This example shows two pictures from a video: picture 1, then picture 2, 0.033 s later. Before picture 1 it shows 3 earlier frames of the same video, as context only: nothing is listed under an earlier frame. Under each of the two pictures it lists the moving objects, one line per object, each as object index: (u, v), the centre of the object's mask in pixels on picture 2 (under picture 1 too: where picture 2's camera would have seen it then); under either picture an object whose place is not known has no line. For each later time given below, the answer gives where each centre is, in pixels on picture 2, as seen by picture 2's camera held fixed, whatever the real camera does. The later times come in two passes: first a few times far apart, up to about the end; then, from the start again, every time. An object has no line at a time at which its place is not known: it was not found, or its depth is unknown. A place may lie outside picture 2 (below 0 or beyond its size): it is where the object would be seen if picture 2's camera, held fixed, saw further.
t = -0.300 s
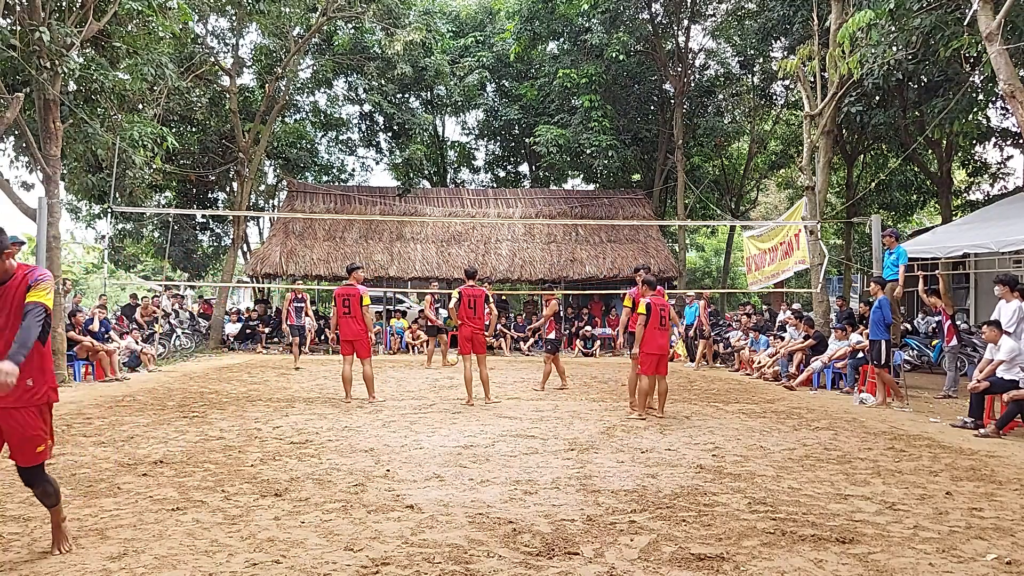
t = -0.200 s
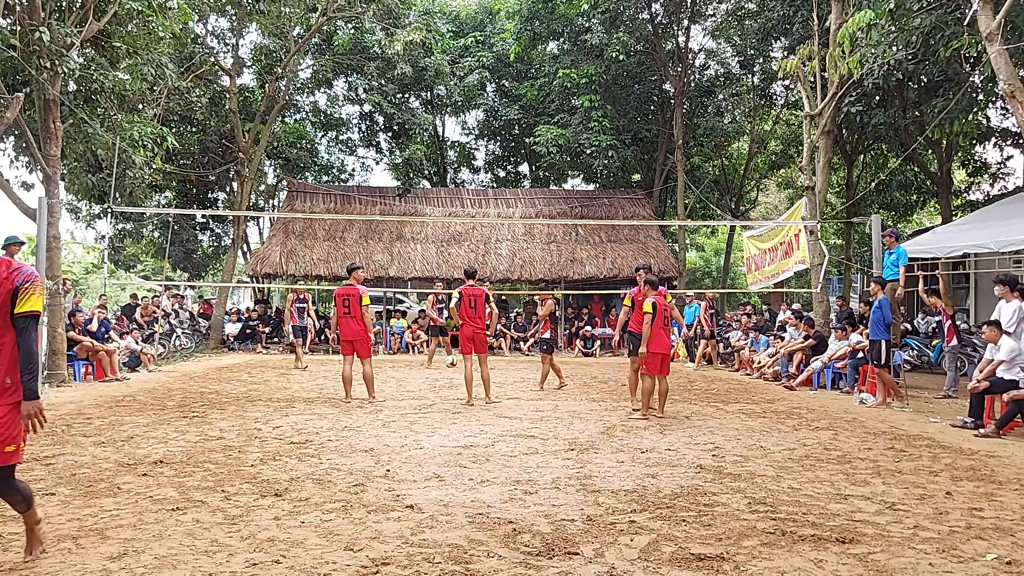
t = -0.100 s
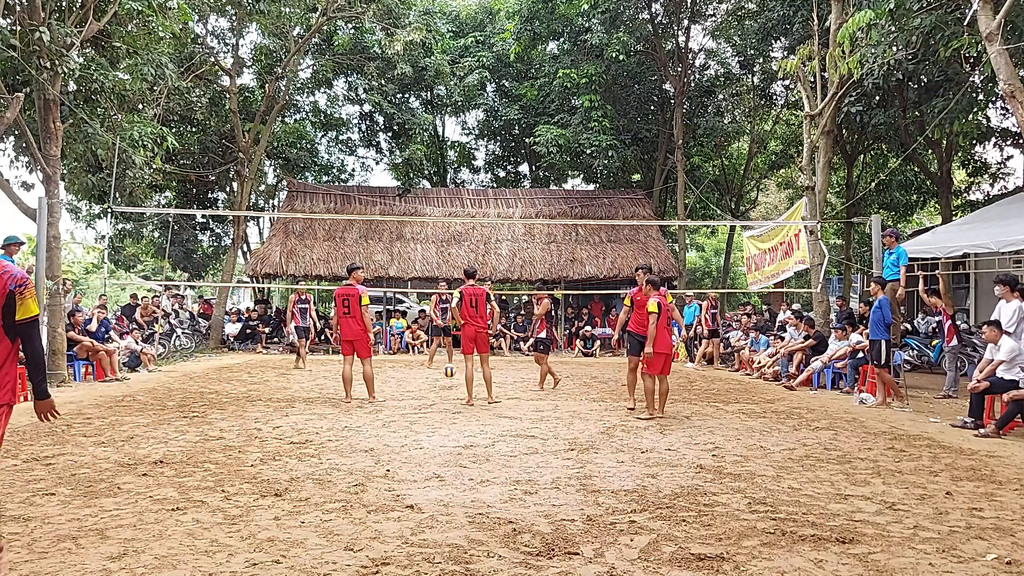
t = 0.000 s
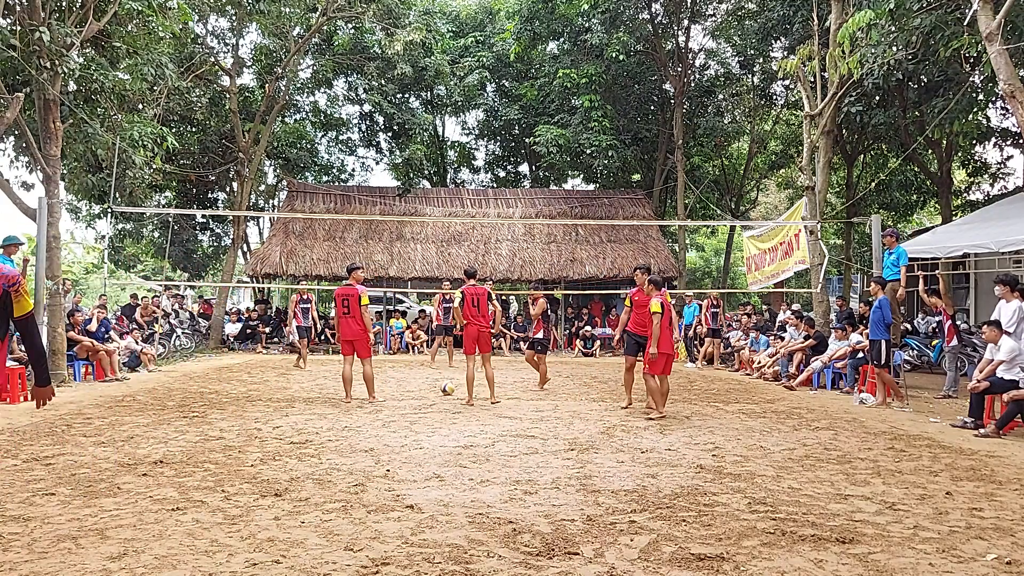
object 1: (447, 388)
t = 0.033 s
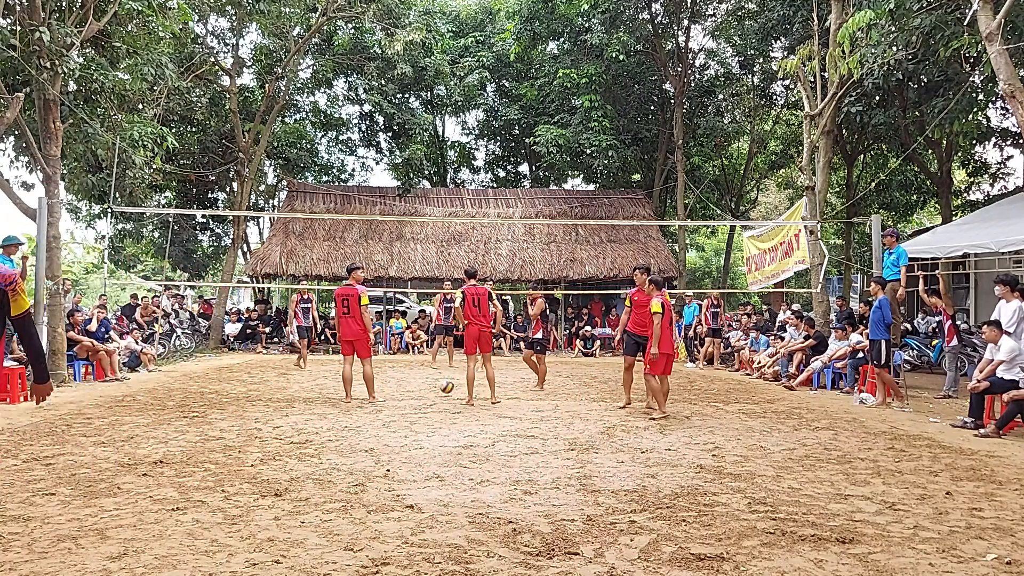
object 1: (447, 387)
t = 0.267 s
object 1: (442, 379)
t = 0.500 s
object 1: (437, 406)
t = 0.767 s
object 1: (433, 424)
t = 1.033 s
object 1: (427, 444)
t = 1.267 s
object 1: (424, 465)
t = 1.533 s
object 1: (422, 494)
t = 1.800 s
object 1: (428, 535)
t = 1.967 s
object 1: (437, 563)
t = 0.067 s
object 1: (446, 382)
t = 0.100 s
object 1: (446, 379)
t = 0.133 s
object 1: (445, 378)
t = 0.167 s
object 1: (444, 376)
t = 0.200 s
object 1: (443, 376)
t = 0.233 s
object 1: (442, 377)
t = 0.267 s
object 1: (442, 379)
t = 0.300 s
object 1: (441, 381)
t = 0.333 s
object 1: (440, 384)
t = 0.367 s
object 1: (439, 389)
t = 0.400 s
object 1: (438, 394)
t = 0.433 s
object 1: (438, 401)
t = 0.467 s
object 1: (437, 408)
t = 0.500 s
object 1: (437, 406)
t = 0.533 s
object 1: (436, 405)
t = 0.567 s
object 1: (436, 404)
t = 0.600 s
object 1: (435, 405)
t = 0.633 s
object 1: (435, 407)
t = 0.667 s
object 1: (435, 410)
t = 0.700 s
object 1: (434, 415)
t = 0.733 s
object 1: (433, 421)
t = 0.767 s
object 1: (433, 424)
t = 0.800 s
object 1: (432, 424)
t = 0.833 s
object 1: (432, 425)
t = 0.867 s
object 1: (431, 428)
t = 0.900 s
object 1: (430, 432)
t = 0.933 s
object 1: (429, 438)
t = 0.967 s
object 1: (429, 440)
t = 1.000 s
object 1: (428, 442)
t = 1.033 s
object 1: (427, 444)
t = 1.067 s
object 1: (427, 448)
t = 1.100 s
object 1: (426, 452)
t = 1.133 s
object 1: (426, 455)
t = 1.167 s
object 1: (425, 458)
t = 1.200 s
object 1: (425, 463)
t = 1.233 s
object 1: (424, 463)
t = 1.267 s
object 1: (424, 465)
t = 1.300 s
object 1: (423, 468)
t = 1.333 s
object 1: (422, 474)
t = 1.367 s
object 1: (422, 479)
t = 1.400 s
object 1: (422, 483)
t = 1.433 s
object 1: (422, 487)
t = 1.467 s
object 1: (422, 489)
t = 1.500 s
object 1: (423, 491)
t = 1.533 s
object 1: (422, 494)
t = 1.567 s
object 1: (423, 500)
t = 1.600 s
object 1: (423, 505)
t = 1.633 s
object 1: (424, 506)
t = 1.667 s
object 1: (424, 510)
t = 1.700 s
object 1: (424, 515)
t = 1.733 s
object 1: (425, 525)
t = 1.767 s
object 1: (426, 531)
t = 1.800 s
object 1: (428, 535)
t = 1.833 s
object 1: (429, 542)
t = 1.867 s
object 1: (430, 552)
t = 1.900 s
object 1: (432, 556)
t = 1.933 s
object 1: (434, 559)
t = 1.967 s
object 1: (437, 563)
